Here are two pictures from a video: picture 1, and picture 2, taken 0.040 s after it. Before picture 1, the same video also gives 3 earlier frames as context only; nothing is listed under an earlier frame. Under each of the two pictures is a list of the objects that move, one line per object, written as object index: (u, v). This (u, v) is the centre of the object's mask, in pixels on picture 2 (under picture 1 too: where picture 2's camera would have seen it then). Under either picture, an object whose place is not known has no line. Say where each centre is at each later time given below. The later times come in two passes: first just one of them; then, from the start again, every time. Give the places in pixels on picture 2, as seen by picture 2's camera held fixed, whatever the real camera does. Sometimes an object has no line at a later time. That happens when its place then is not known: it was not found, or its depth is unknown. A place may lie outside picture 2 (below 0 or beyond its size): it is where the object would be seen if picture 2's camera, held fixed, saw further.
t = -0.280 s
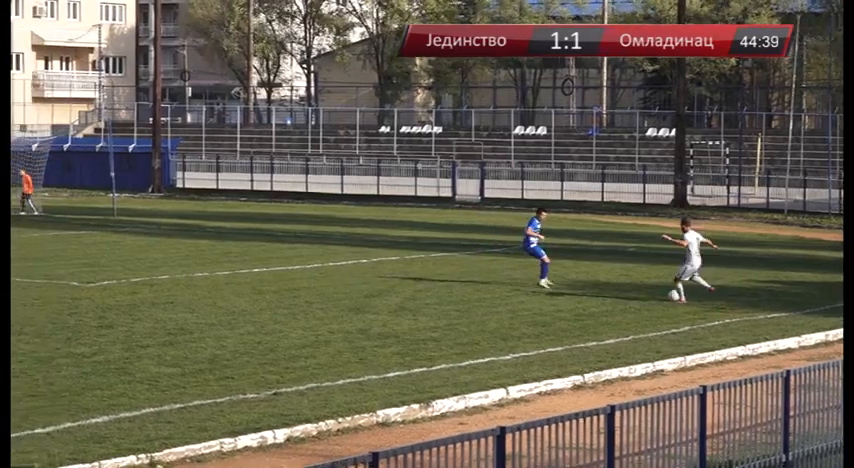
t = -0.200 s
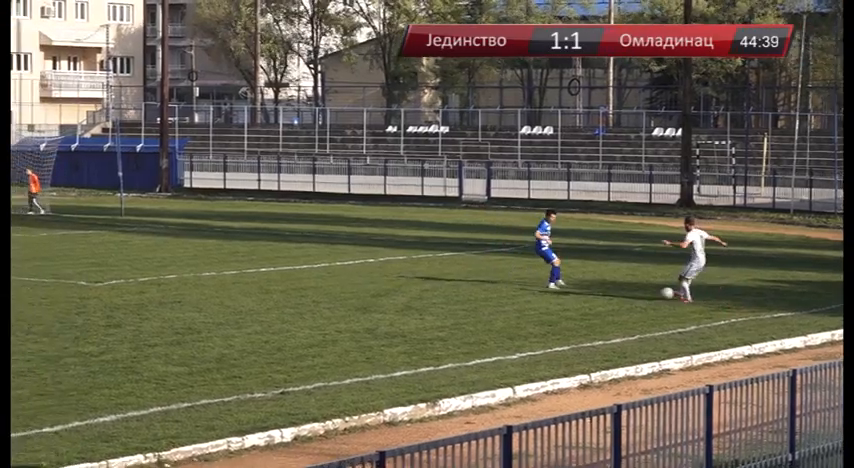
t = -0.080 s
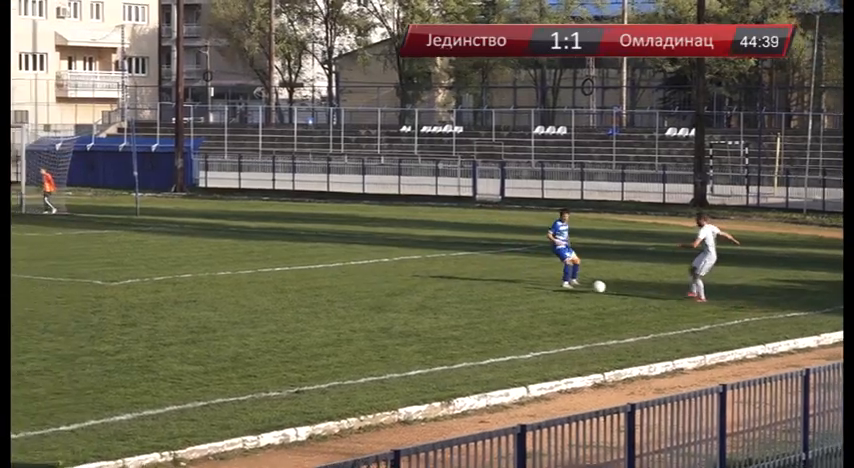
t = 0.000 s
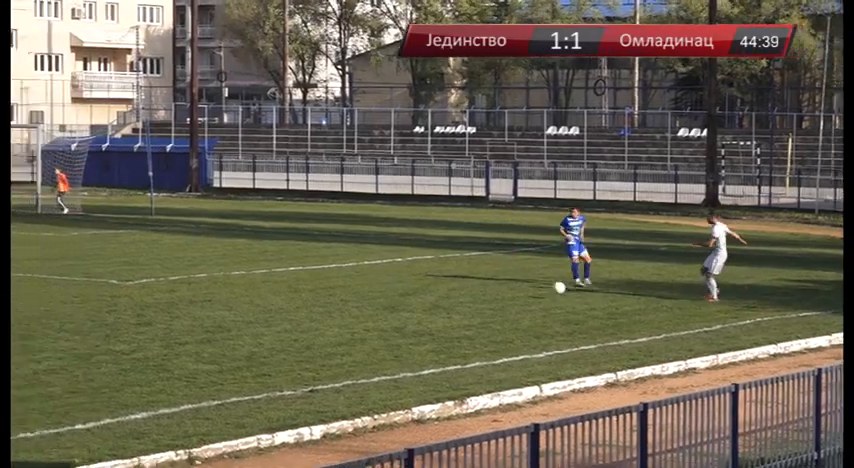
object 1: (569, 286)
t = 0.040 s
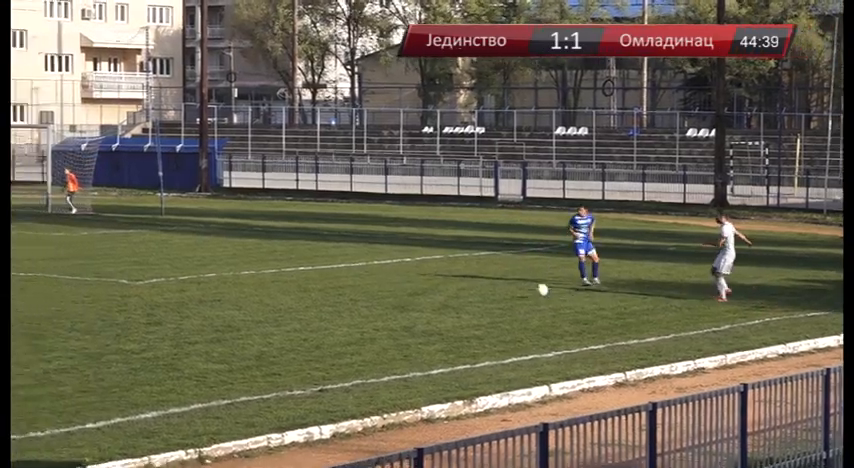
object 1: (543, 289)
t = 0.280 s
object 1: (426, 287)
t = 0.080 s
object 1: (517, 293)
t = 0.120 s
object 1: (495, 294)
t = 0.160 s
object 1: (477, 291)
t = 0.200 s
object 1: (460, 289)
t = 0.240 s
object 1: (443, 288)
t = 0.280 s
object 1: (426, 287)
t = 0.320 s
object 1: (409, 288)
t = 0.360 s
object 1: (392, 290)
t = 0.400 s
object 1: (376, 292)
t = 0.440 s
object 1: (360, 295)
